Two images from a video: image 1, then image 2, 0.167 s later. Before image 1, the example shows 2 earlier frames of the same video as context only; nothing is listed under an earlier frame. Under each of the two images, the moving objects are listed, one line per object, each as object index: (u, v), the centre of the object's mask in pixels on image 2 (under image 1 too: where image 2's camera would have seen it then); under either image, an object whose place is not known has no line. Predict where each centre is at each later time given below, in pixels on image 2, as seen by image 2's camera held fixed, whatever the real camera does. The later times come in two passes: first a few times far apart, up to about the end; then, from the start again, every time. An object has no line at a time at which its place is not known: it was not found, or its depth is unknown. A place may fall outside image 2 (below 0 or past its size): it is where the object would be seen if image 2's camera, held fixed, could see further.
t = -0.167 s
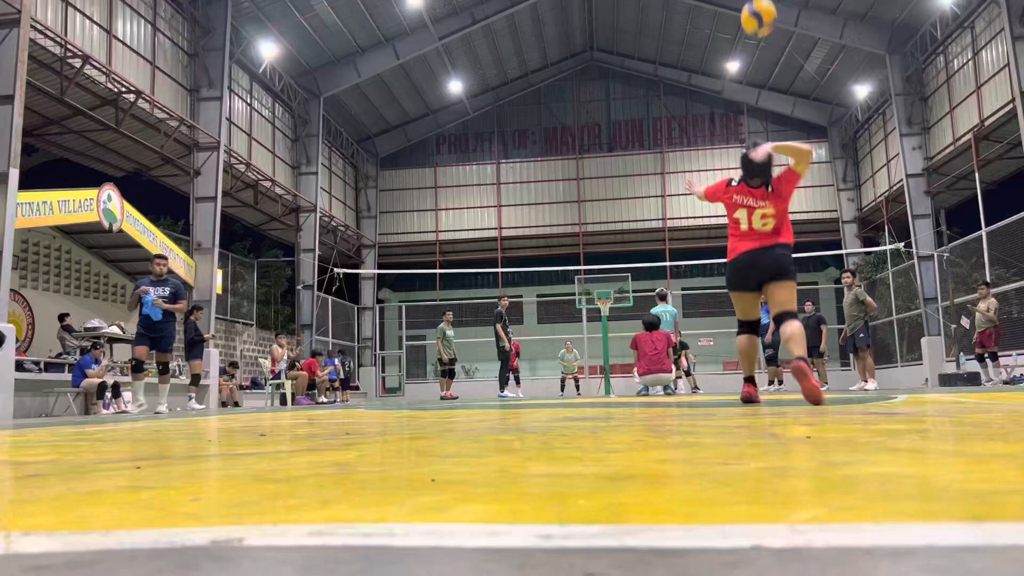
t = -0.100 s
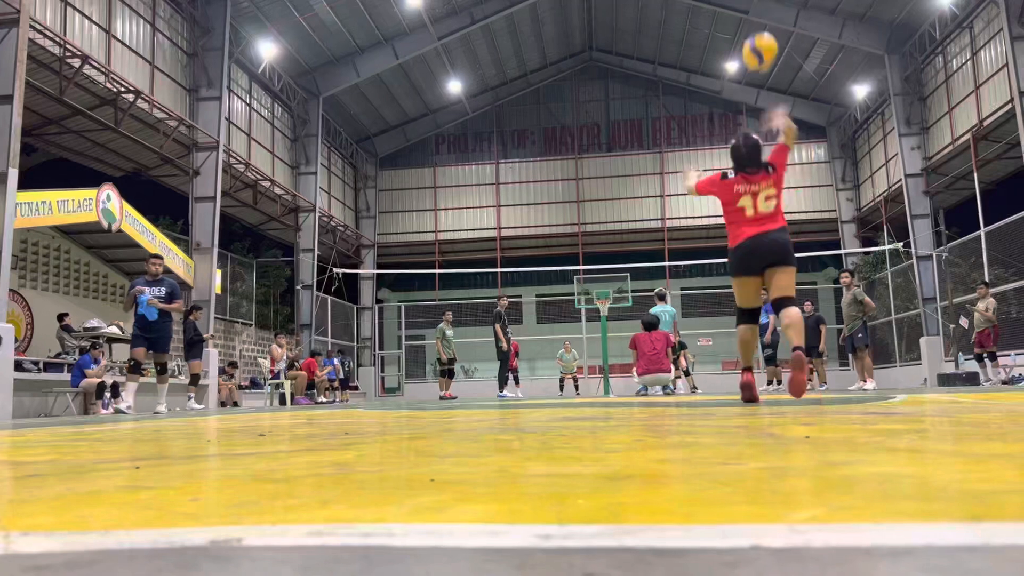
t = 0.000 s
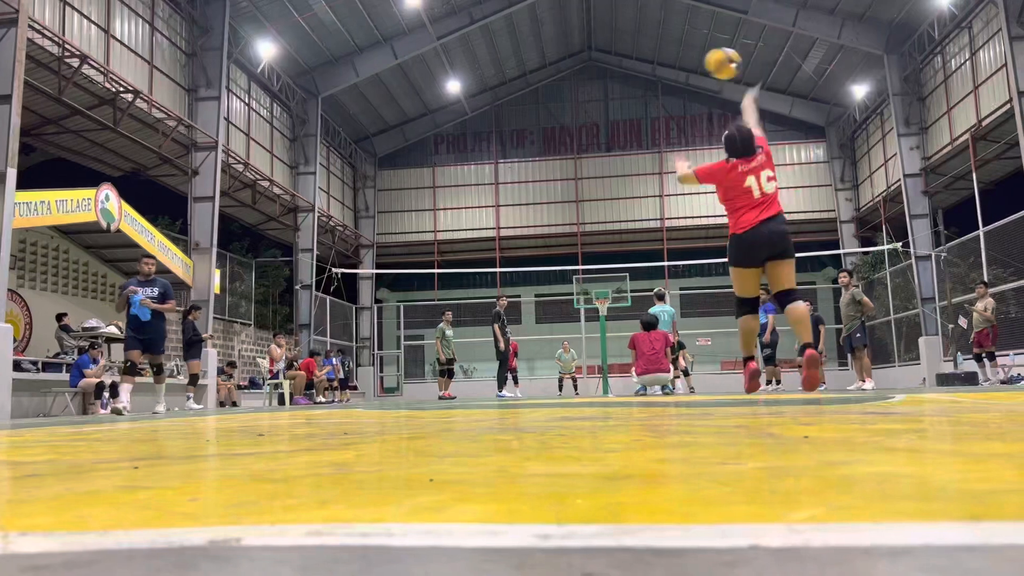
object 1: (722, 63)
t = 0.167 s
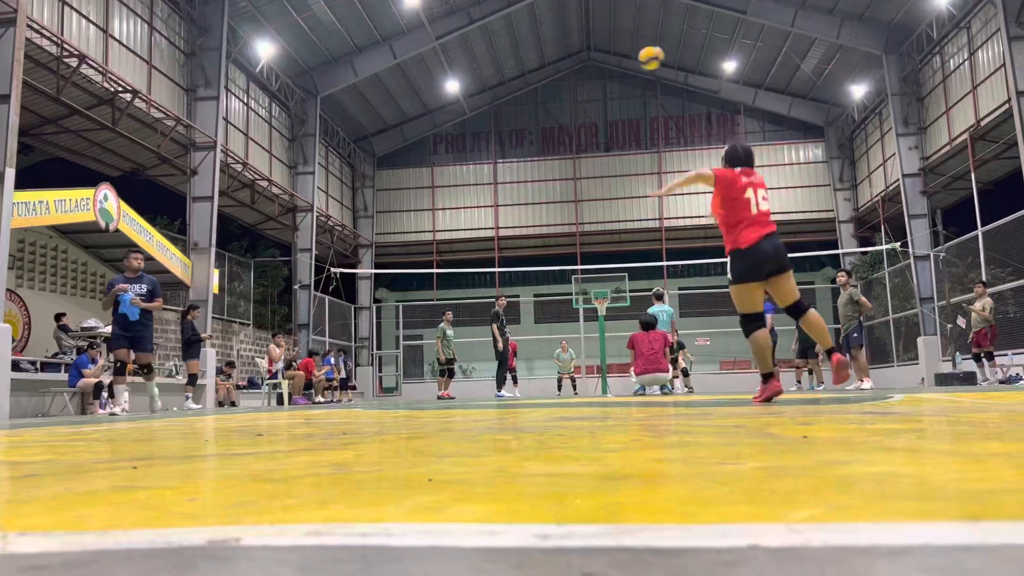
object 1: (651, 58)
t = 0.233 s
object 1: (632, 63)
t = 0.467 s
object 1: (588, 100)
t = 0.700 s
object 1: (560, 154)
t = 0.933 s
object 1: (543, 218)
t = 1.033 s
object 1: (536, 248)
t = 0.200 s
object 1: (641, 60)
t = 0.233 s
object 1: (632, 63)
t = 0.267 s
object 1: (624, 67)
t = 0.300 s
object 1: (617, 72)
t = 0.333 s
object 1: (610, 77)
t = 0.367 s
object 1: (604, 82)
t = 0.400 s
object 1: (598, 88)
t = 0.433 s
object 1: (593, 94)
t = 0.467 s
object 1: (588, 100)
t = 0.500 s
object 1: (583, 107)
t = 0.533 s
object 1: (579, 114)
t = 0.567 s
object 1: (574, 122)
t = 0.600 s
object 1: (571, 129)
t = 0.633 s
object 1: (567, 138)
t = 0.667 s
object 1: (564, 146)
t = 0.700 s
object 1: (560, 154)
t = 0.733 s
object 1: (558, 162)
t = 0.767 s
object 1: (554, 171)
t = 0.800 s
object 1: (552, 180)
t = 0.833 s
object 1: (549, 190)
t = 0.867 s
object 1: (547, 199)
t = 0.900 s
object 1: (544, 208)
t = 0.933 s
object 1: (543, 218)
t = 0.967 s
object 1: (540, 228)
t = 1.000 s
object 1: (538, 239)
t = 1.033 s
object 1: (536, 248)
